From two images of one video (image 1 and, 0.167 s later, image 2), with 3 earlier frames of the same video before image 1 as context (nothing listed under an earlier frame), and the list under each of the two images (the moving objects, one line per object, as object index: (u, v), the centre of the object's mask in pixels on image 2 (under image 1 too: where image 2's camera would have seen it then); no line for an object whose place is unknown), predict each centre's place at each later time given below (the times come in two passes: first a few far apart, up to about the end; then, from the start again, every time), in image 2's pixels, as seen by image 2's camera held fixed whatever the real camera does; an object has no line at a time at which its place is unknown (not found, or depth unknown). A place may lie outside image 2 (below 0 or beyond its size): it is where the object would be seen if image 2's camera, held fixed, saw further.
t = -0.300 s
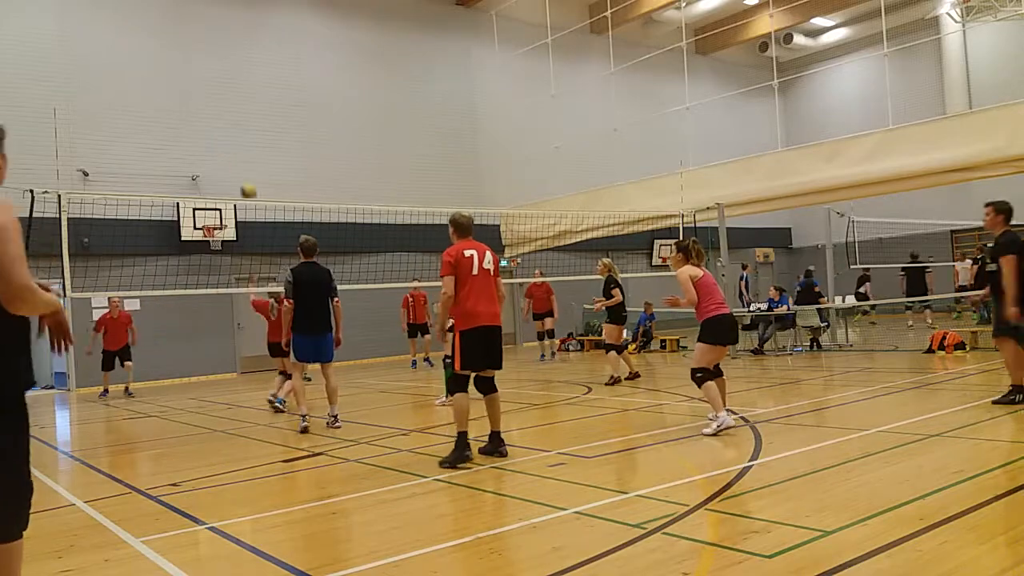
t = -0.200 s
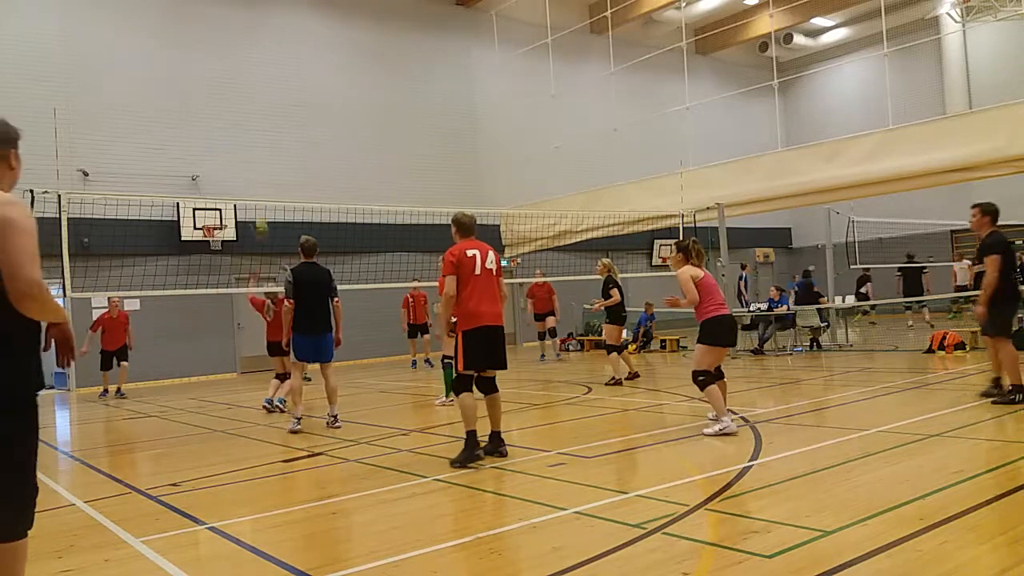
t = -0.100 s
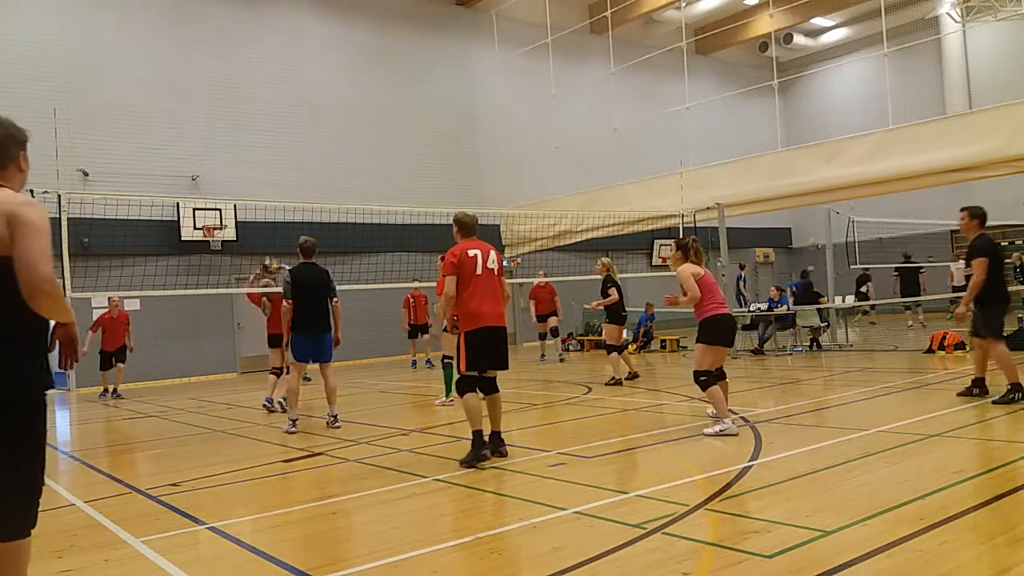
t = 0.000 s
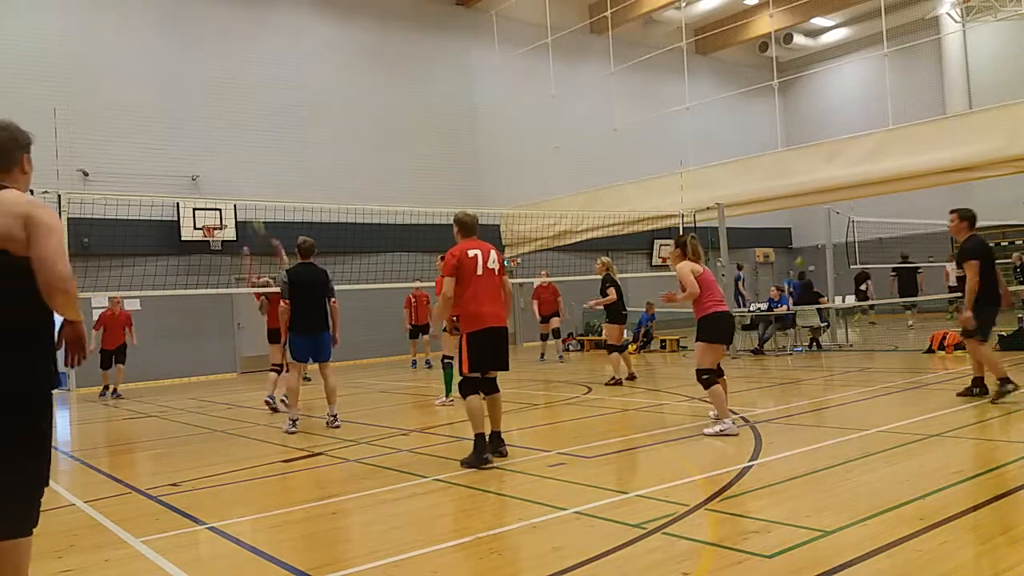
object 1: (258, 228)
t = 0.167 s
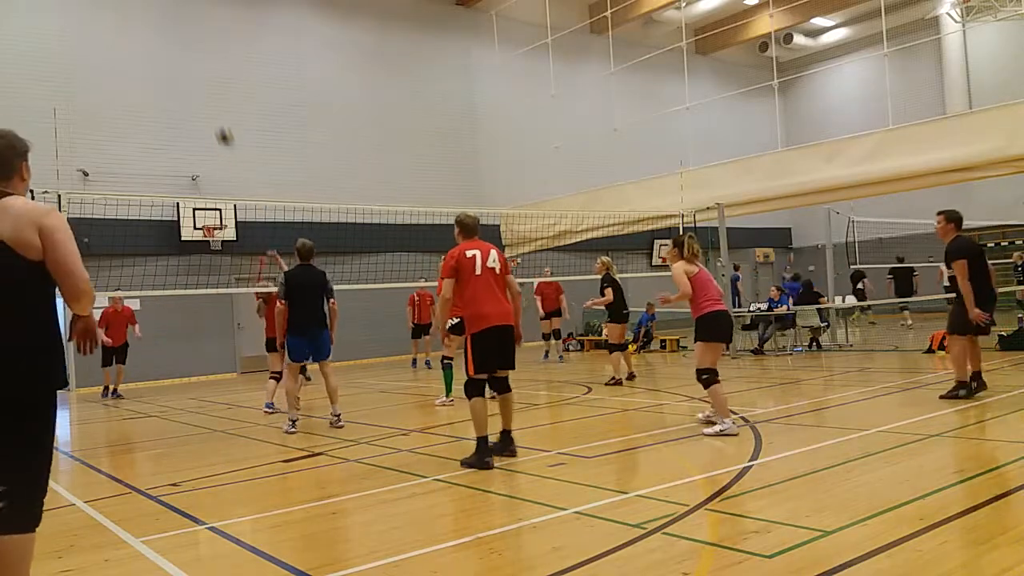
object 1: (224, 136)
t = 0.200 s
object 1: (218, 120)
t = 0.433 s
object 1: (180, 37)
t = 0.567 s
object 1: (157, 7)
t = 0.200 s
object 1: (218, 120)
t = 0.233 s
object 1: (213, 106)
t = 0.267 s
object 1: (208, 93)
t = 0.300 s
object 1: (202, 79)
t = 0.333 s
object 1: (196, 67)
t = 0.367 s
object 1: (190, 57)
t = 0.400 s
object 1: (185, 46)
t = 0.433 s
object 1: (180, 37)
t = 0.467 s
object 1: (174, 28)
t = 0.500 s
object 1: (169, 19)
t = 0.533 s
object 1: (163, 12)
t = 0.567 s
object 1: (157, 7)
